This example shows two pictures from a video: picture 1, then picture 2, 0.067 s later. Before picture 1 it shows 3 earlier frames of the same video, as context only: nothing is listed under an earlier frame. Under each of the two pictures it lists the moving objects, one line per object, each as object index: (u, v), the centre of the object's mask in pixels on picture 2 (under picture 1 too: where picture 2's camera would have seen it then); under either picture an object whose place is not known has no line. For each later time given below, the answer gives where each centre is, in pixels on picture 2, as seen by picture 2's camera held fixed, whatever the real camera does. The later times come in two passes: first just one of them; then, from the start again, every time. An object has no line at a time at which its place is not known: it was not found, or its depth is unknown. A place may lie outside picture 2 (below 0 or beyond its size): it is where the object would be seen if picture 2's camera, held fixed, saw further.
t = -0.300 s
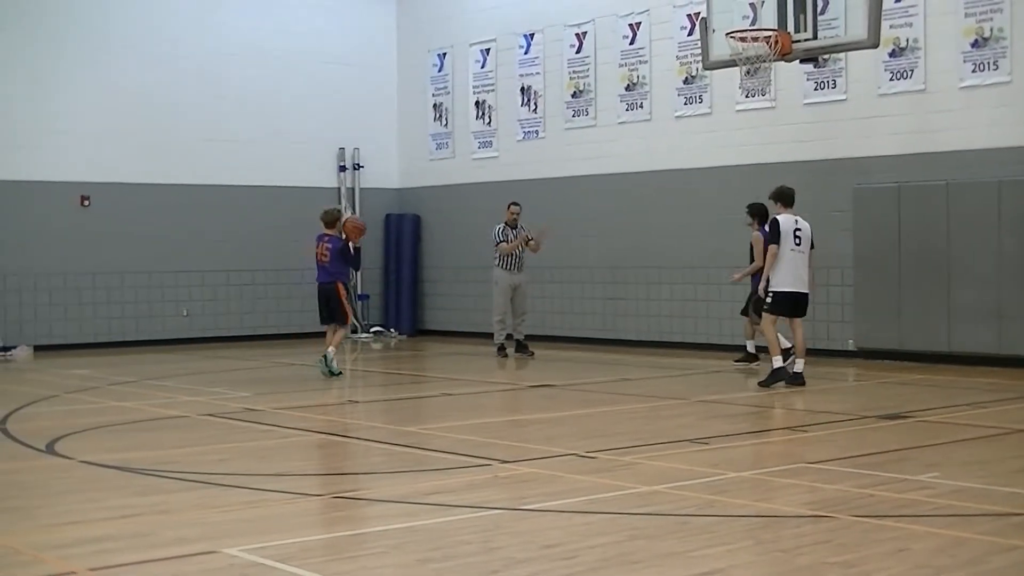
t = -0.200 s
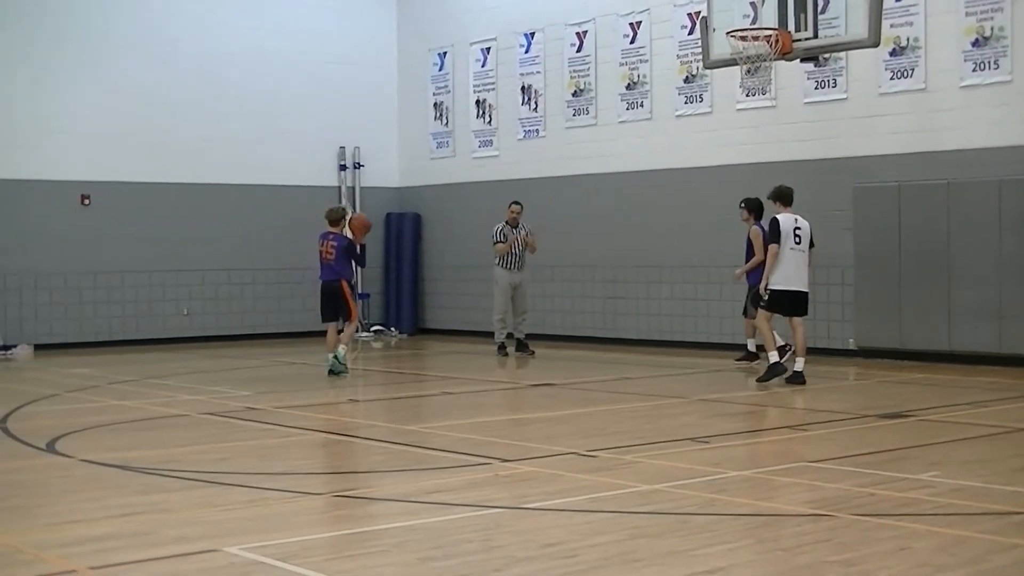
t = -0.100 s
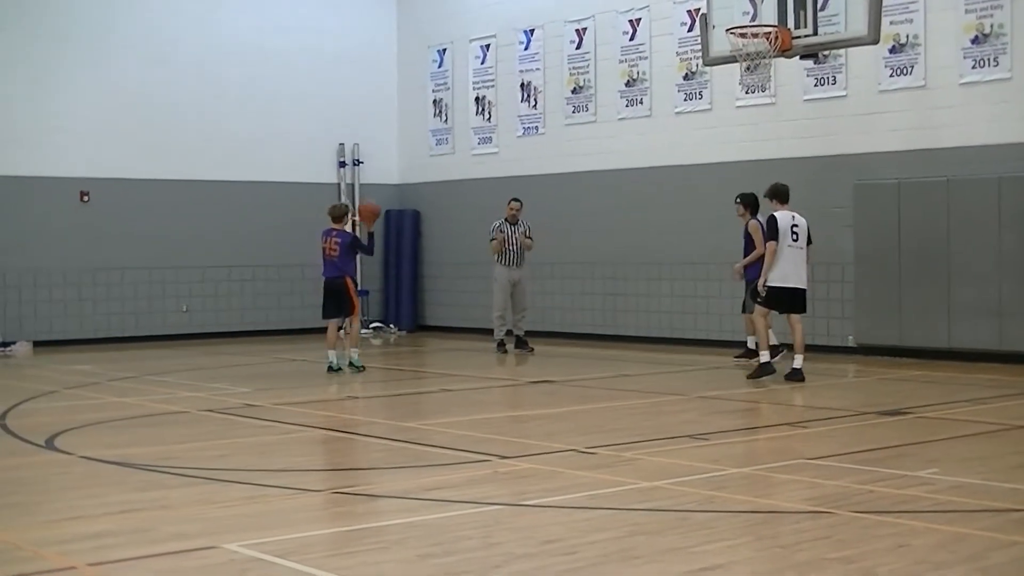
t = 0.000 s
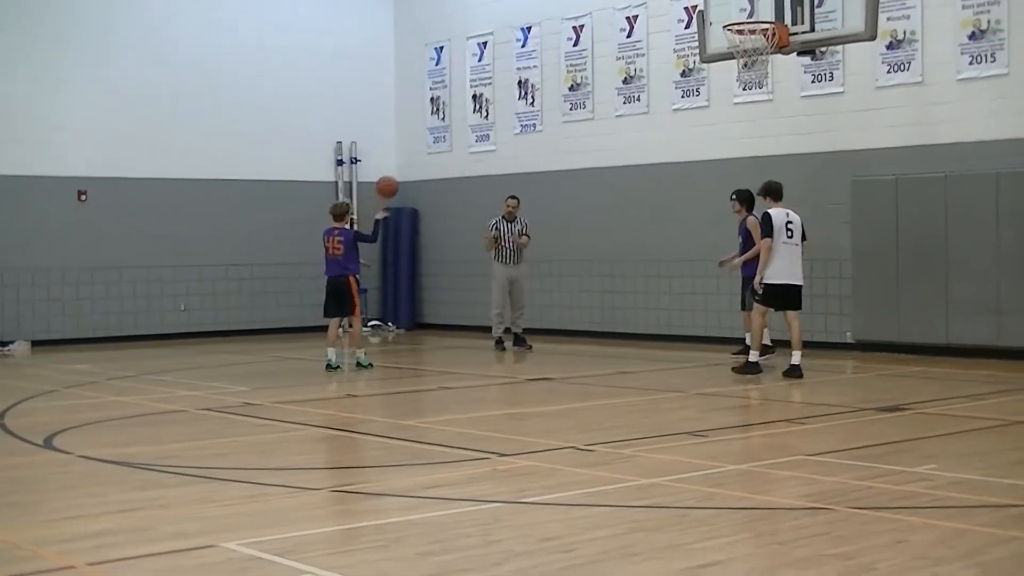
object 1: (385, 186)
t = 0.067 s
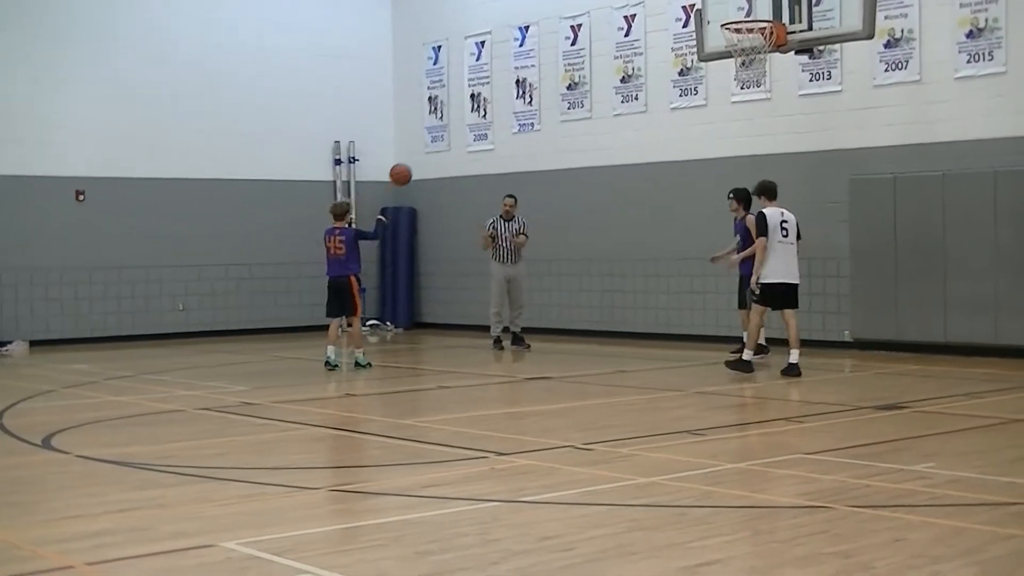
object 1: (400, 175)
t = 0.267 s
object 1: (444, 165)
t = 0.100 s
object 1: (408, 170)
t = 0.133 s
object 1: (415, 167)
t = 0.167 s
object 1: (422, 165)
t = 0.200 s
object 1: (430, 164)
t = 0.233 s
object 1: (437, 164)
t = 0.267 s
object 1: (444, 165)
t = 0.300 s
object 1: (451, 167)
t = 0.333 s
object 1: (457, 170)
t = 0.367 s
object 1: (464, 174)
